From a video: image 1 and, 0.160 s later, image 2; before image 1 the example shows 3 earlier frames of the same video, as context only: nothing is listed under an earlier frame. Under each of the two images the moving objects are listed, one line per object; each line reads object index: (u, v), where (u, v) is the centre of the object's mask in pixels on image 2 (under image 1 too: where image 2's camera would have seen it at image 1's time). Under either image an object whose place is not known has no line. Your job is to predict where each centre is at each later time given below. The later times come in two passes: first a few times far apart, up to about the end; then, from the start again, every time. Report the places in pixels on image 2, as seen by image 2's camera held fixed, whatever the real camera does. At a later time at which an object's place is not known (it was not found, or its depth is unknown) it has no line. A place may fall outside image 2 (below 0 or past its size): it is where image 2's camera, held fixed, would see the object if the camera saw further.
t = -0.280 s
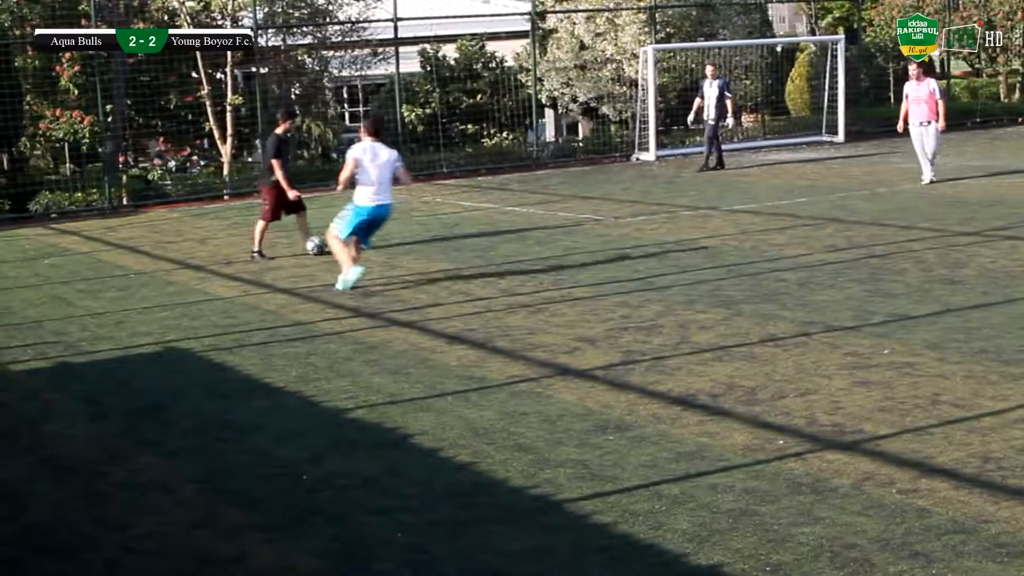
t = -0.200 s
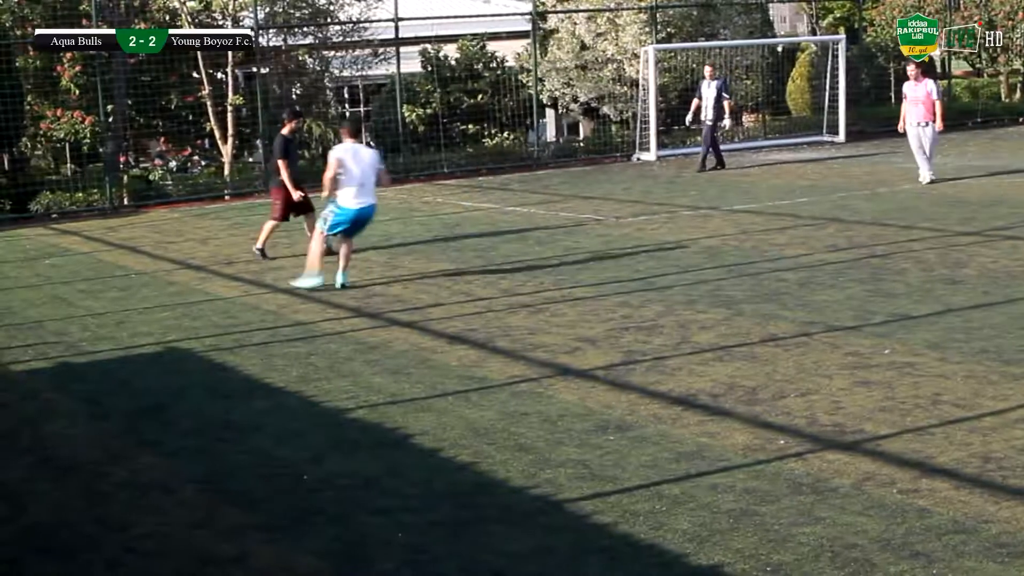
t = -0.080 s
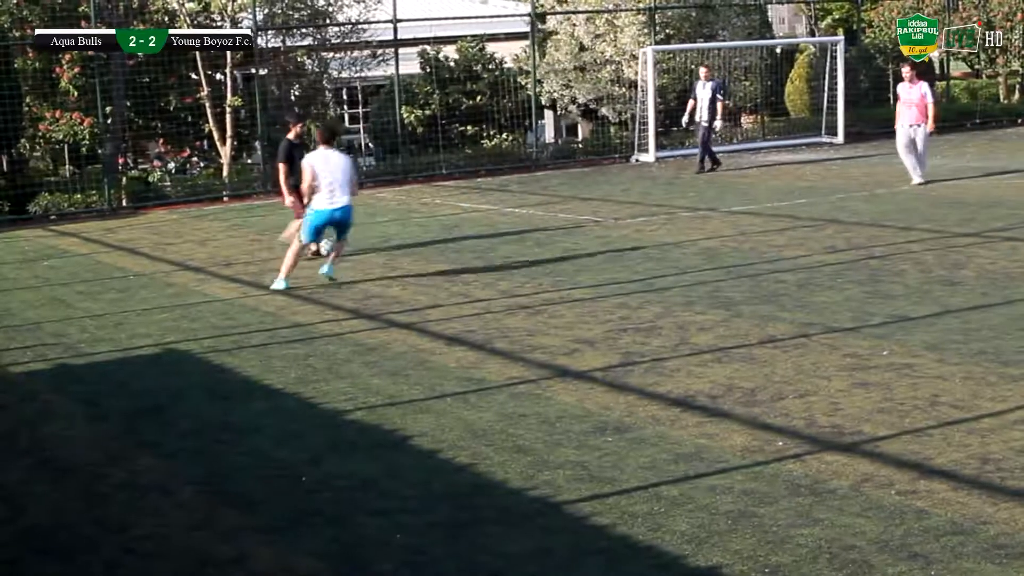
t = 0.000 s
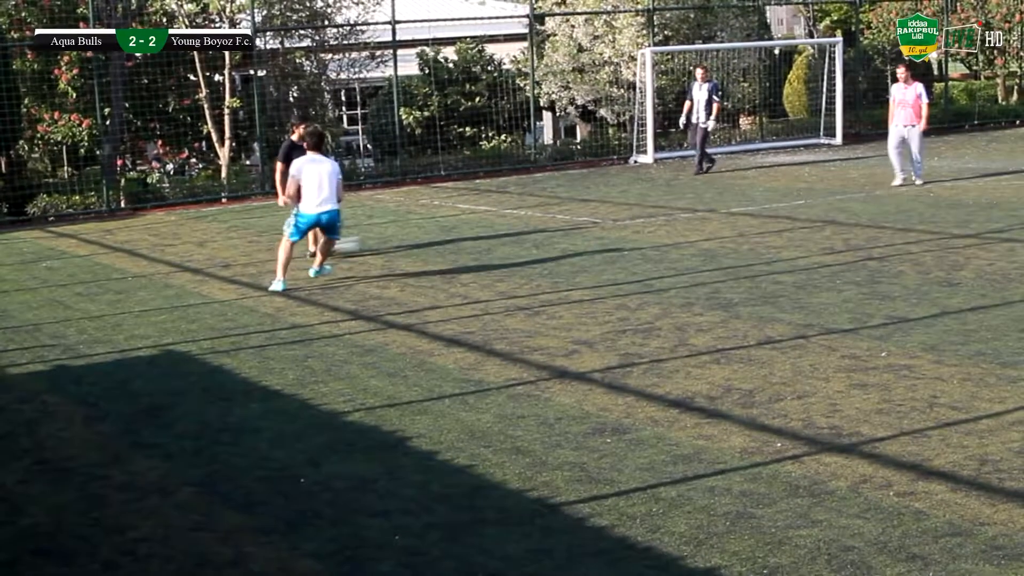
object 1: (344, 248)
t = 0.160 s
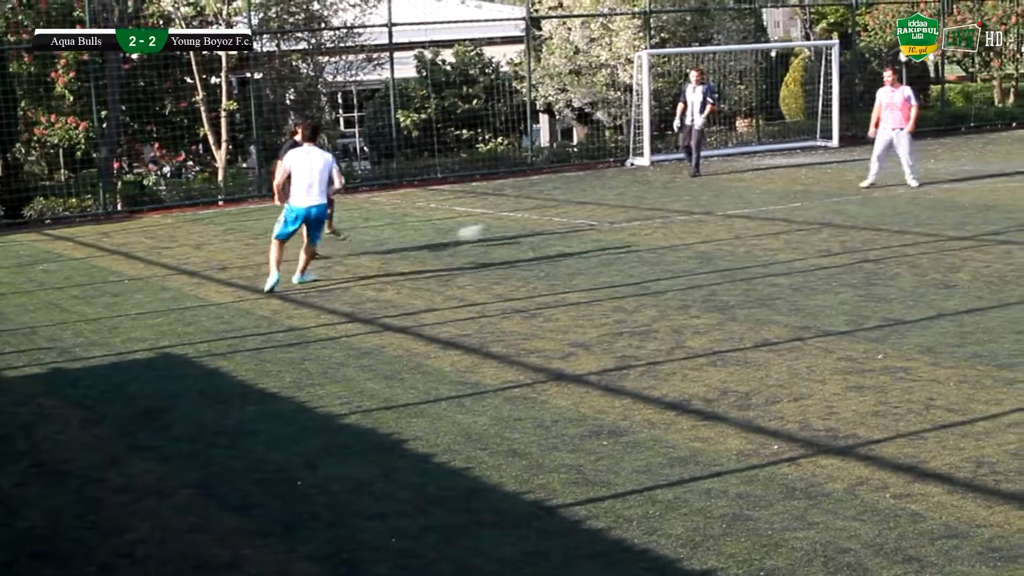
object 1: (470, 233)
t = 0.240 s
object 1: (527, 228)
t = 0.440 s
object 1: (647, 215)
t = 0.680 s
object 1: (763, 208)
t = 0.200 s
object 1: (499, 230)
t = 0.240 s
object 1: (527, 228)
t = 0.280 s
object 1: (555, 227)
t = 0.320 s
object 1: (581, 227)
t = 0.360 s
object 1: (605, 221)
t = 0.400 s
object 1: (625, 217)
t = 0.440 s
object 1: (647, 215)
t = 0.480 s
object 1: (666, 213)
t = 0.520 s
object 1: (687, 215)
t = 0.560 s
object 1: (708, 215)
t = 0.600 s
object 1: (725, 212)
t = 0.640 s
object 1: (745, 209)
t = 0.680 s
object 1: (763, 208)
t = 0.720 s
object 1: (781, 208)
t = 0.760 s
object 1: (798, 208)
